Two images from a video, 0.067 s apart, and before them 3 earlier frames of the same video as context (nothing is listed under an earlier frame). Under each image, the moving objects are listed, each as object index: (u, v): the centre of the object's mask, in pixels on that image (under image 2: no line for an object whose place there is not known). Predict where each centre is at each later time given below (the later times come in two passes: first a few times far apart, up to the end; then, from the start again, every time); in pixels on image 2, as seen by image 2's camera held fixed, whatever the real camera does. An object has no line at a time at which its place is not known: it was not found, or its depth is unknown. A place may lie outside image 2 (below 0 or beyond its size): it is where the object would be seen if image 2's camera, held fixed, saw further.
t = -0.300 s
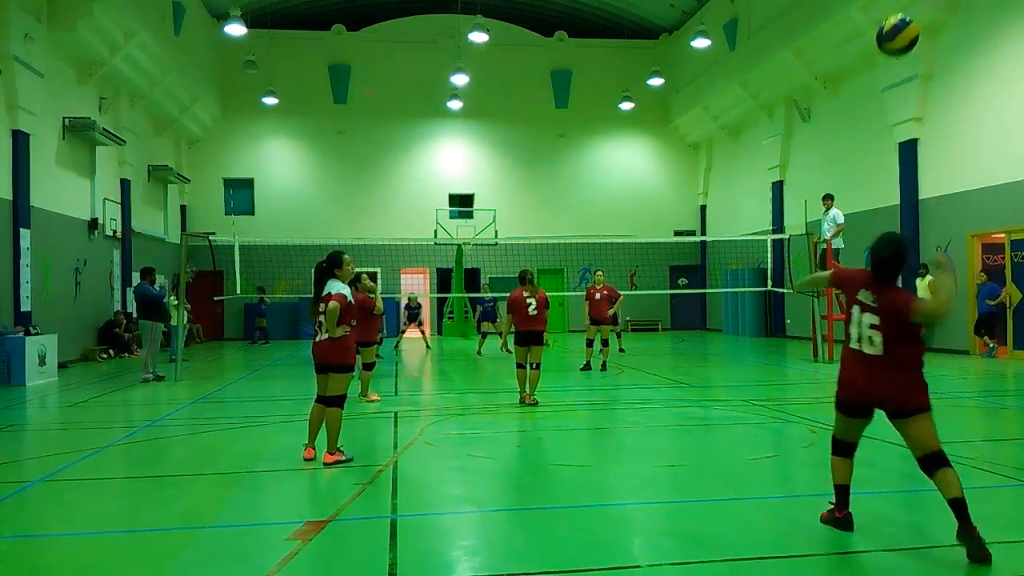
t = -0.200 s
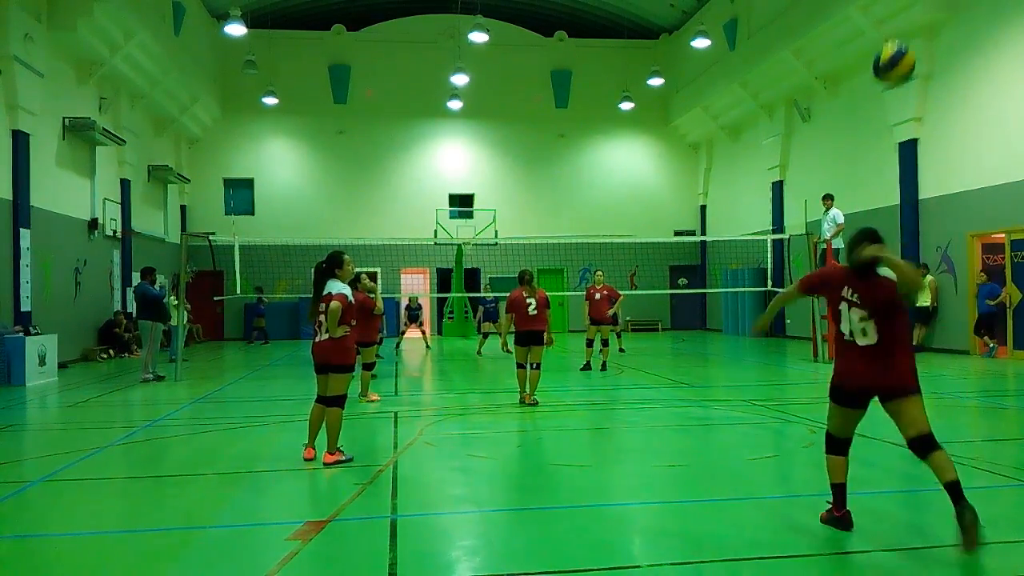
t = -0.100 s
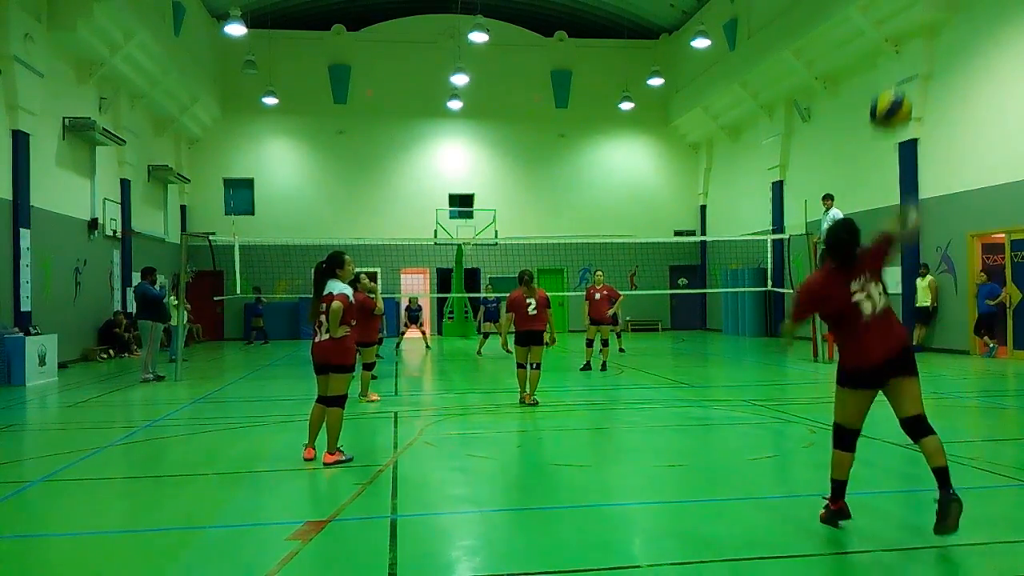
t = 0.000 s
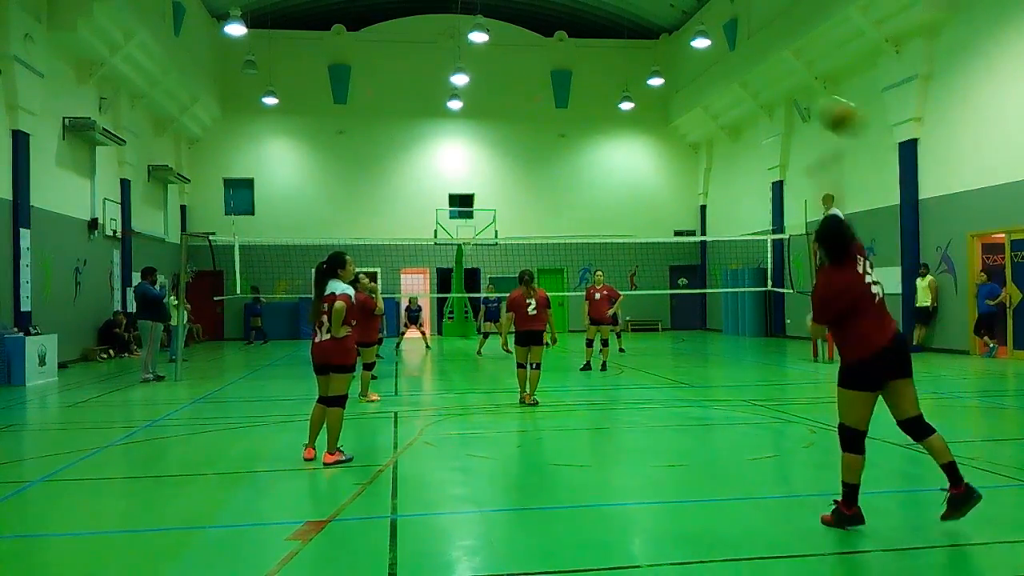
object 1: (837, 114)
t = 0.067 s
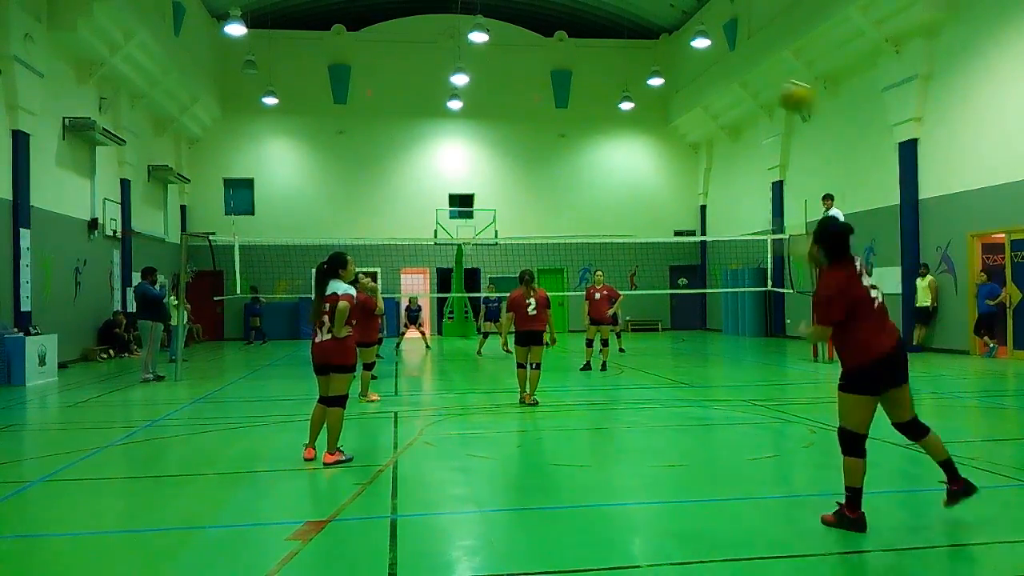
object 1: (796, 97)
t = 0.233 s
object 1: (725, 84)
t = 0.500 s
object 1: (664, 123)
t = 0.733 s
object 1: (638, 177)
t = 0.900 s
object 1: (630, 218)
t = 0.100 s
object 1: (778, 89)
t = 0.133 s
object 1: (761, 85)
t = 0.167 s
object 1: (748, 83)
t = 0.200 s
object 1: (736, 83)
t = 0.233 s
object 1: (725, 84)
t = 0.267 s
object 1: (715, 88)
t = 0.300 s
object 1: (705, 91)
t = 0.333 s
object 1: (697, 96)
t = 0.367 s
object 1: (690, 101)
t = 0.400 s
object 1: (683, 105)
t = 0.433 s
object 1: (676, 111)
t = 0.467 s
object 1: (670, 117)
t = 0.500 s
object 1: (664, 123)
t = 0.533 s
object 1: (661, 130)
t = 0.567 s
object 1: (657, 137)
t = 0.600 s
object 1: (653, 145)
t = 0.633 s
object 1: (648, 153)
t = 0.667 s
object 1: (644, 160)
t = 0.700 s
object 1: (641, 169)
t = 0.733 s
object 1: (638, 177)
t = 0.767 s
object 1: (636, 185)
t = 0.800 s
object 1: (634, 192)
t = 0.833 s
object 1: (632, 200)
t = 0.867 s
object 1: (631, 211)
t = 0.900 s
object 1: (630, 218)
